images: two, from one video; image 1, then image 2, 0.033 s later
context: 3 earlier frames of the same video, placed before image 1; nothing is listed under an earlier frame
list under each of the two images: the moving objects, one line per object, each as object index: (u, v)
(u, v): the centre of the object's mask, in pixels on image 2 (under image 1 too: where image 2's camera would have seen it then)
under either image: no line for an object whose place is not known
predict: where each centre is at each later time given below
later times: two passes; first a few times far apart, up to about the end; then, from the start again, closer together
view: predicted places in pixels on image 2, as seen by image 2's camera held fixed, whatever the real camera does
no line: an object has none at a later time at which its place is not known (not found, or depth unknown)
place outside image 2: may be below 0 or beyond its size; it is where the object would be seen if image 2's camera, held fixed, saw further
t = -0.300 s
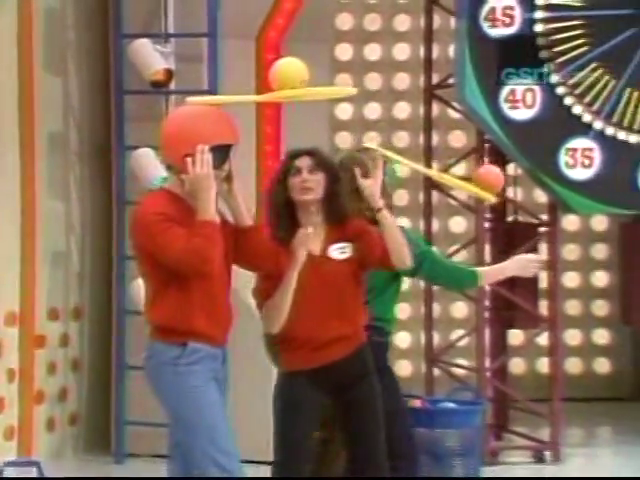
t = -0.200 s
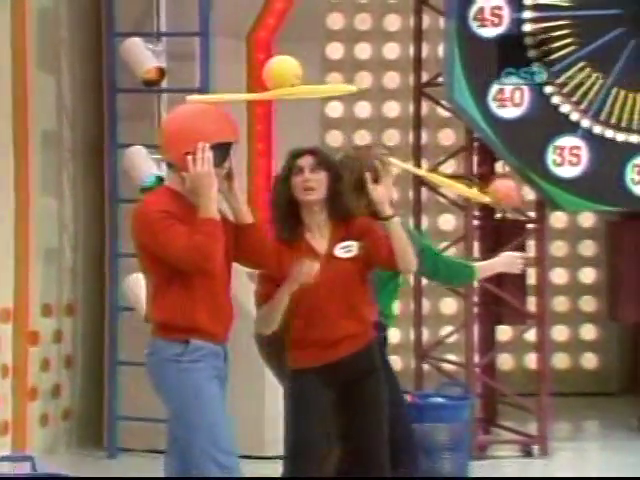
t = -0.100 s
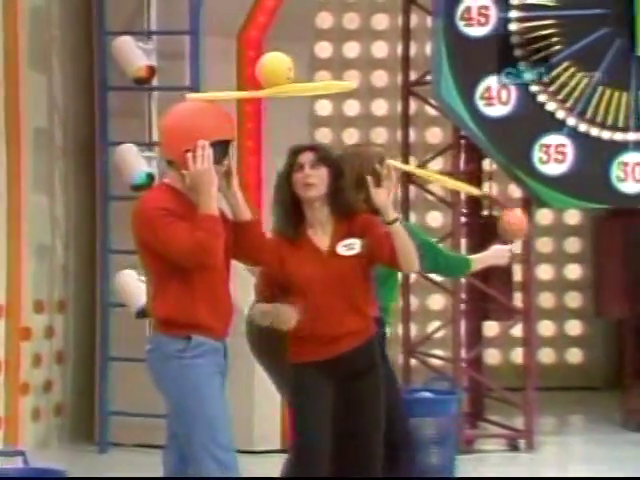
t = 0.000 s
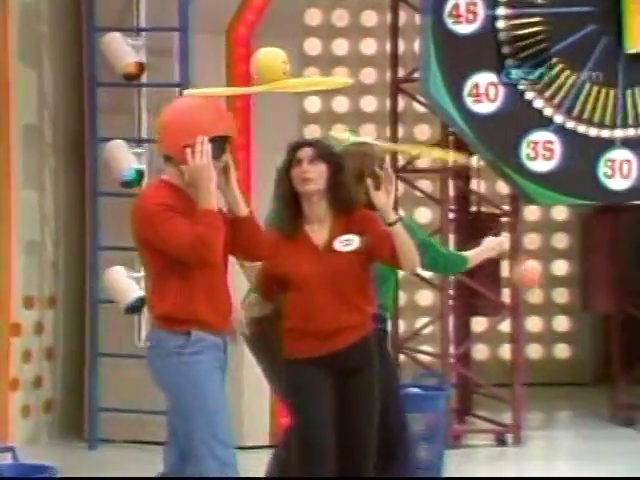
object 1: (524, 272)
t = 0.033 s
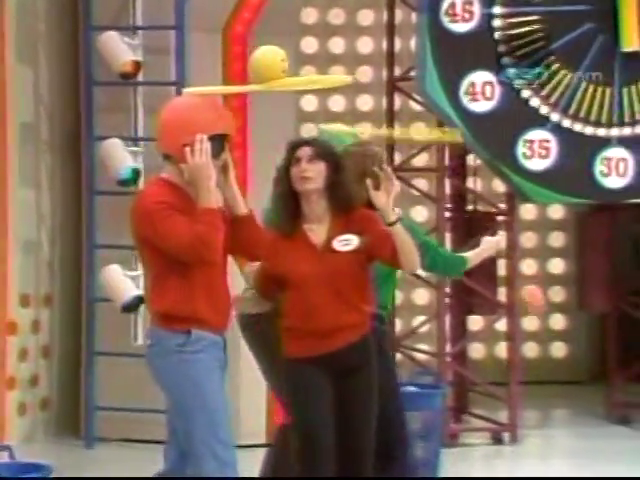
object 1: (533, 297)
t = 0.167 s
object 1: (565, 421)
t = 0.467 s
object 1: (626, 349)
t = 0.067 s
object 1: (539, 323)
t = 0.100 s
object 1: (549, 355)
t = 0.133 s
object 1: (556, 387)
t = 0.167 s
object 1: (565, 421)
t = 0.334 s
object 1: (600, 446)
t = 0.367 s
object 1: (609, 415)
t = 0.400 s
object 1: (614, 395)
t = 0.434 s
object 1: (619, 372)
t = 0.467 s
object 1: (626, 349)
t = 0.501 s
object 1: (632, 332)
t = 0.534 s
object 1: (638, 314)
